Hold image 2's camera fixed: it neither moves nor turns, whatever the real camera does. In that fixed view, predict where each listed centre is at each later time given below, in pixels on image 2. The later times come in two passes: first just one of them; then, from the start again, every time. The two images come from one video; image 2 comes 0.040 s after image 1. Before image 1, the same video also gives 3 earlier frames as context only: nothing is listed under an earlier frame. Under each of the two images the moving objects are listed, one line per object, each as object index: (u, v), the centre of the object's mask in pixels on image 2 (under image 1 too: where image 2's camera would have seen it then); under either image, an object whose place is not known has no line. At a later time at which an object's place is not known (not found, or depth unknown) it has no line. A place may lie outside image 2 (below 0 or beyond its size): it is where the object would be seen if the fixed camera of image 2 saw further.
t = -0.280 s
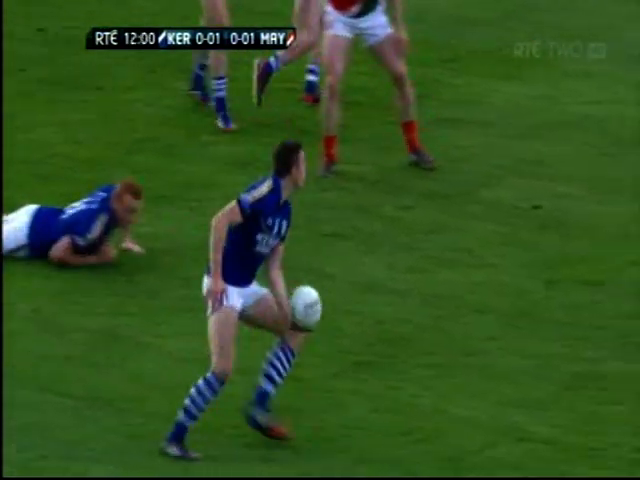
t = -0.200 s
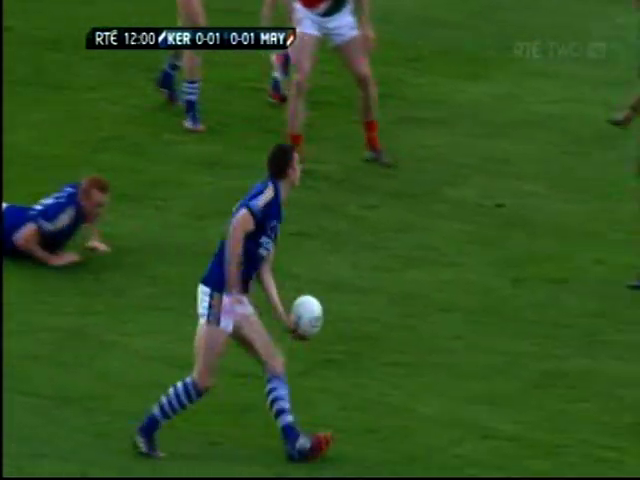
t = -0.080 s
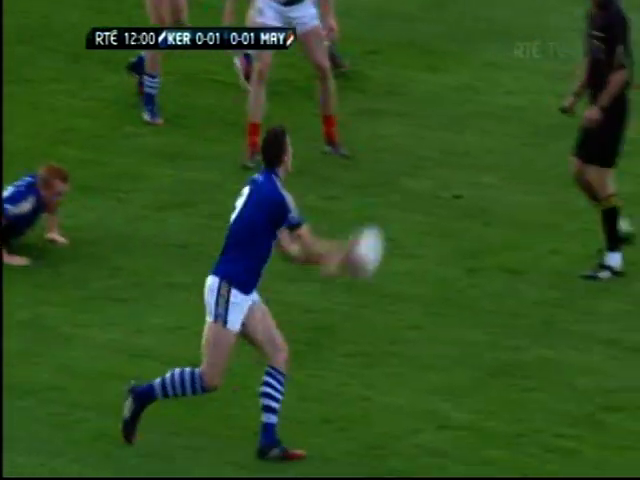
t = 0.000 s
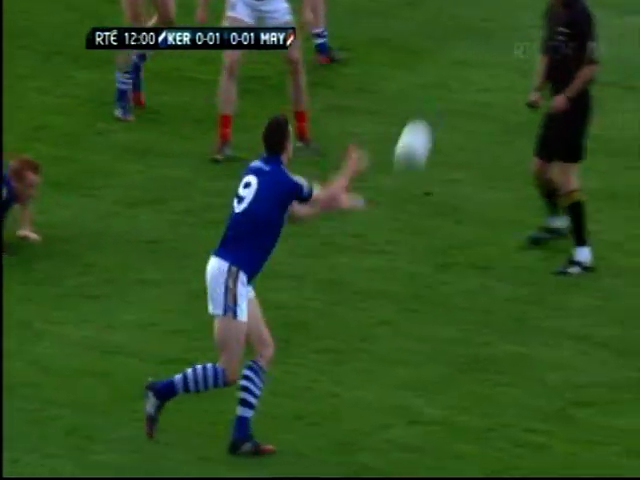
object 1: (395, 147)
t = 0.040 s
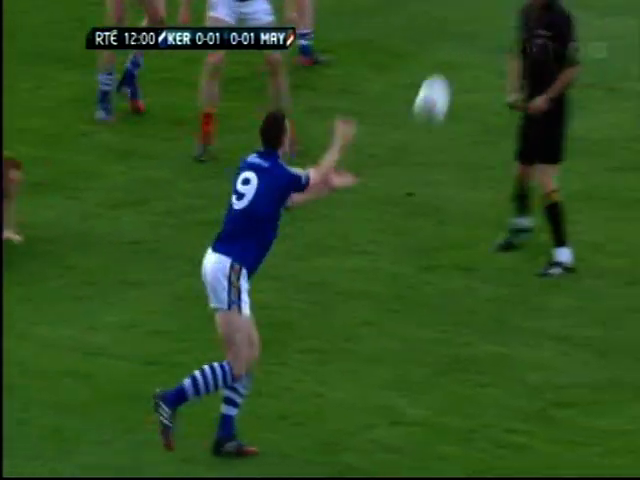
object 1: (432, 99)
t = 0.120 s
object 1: (503, 15)
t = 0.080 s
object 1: (469, 55)
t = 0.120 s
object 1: (503, 15)
